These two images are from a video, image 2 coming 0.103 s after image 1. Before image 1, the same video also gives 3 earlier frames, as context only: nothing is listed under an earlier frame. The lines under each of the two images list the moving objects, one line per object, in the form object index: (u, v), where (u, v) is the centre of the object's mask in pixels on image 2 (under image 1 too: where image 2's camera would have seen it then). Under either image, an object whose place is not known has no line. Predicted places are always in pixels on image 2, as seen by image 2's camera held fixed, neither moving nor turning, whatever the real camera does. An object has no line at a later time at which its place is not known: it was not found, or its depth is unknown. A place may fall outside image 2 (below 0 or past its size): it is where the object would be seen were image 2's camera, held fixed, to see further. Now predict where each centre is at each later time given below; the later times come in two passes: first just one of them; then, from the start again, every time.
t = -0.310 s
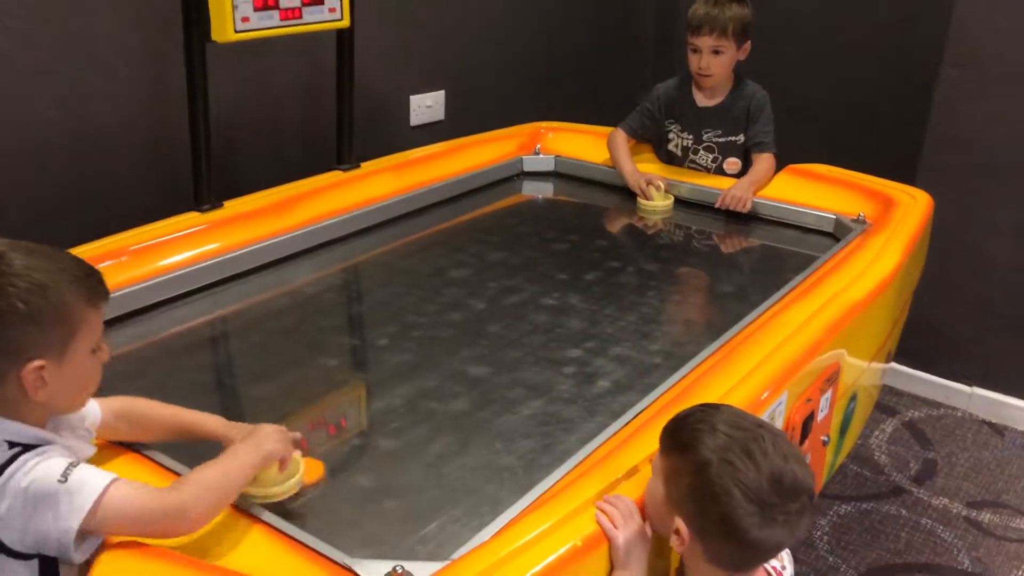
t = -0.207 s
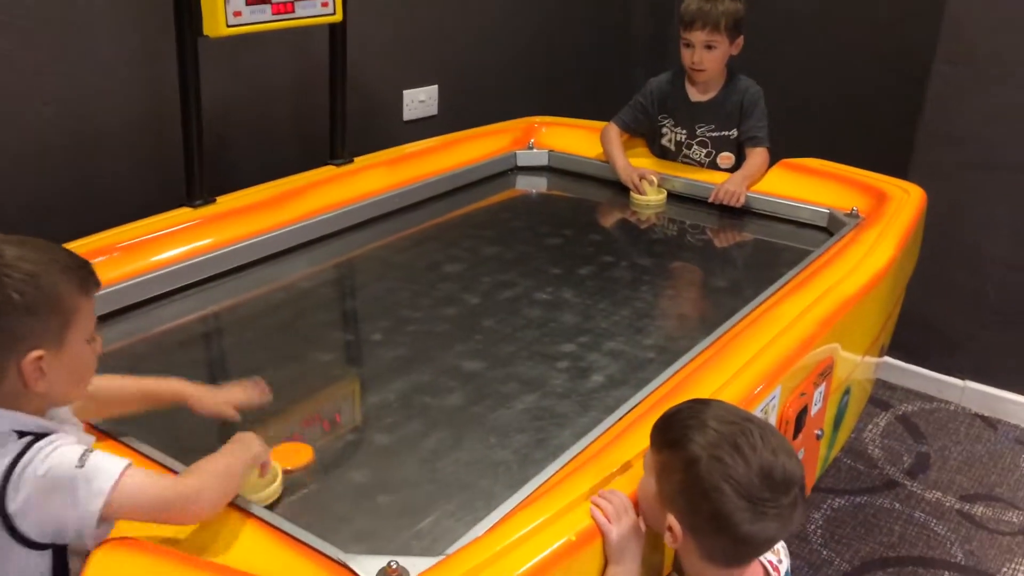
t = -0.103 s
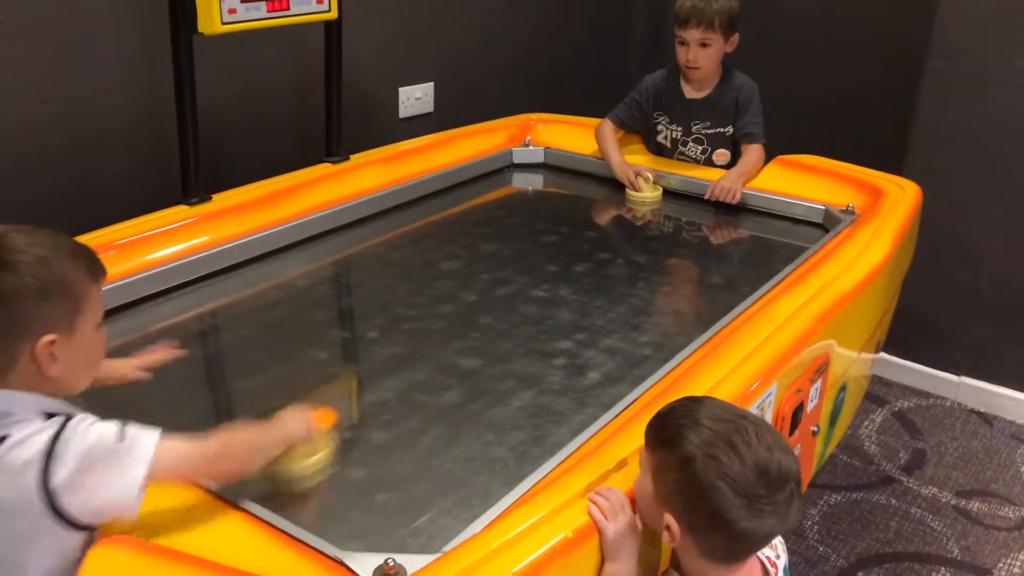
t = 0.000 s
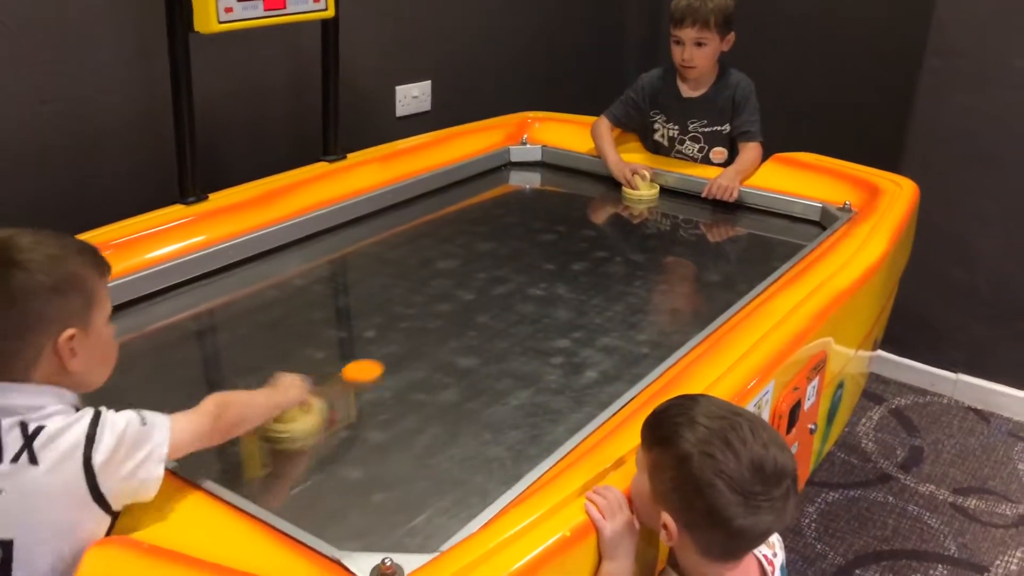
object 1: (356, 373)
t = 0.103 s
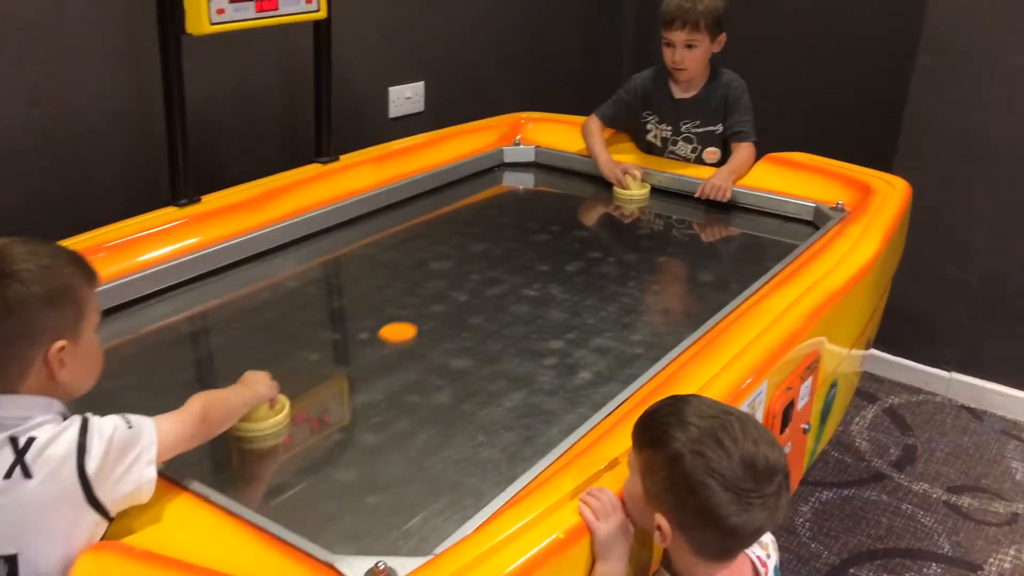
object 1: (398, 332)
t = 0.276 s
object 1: (455, 278)
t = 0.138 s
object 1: (410, 321)
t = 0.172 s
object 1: (422, 309)
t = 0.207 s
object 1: (433, 298)
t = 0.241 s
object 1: (444, 287)
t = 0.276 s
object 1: (455, 278)
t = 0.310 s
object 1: (464, 268)
